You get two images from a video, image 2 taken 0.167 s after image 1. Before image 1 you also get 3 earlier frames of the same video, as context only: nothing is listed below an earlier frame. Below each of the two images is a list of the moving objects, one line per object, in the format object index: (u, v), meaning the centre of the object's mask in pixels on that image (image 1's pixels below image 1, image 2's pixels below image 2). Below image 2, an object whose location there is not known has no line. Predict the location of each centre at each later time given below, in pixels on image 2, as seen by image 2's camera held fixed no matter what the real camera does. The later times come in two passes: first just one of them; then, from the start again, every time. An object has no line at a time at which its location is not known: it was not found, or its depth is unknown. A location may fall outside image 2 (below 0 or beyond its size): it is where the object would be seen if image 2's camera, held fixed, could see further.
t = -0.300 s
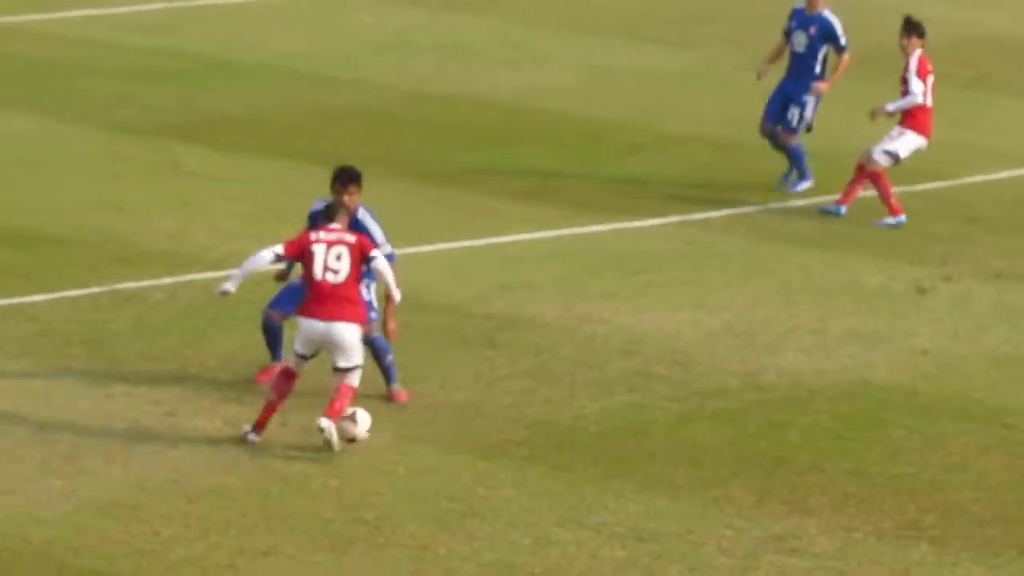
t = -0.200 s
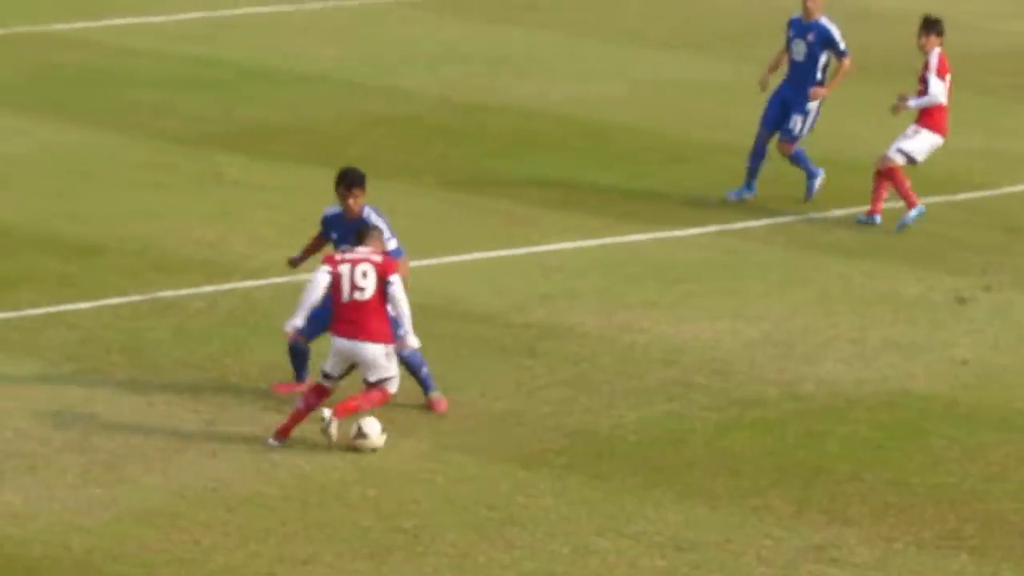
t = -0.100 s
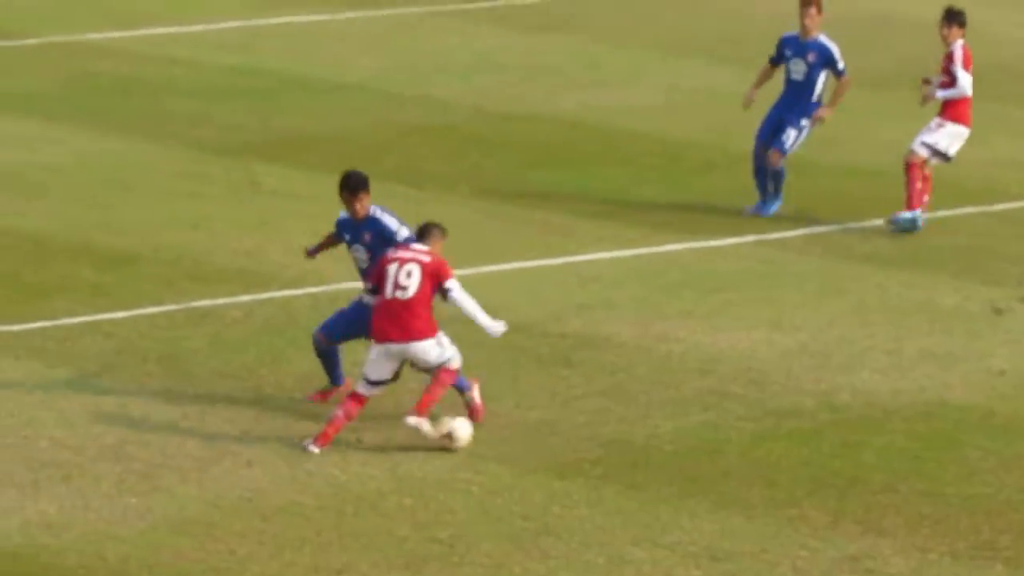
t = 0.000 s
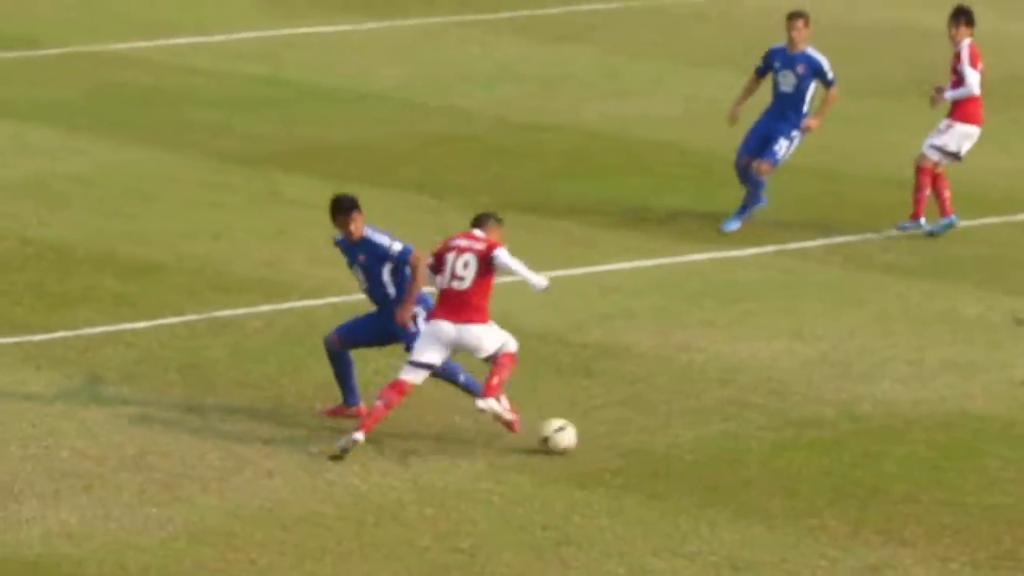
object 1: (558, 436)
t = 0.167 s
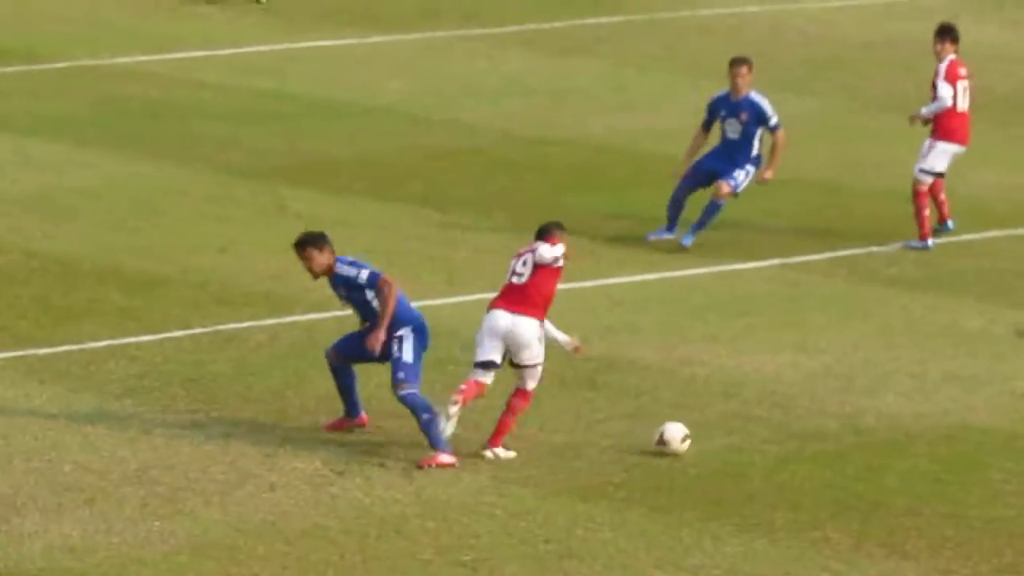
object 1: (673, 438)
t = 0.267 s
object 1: (724, 429)
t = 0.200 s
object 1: (690, 435)
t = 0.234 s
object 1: (707, 430)
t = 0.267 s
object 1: (724, 429)
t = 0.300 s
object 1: (740, 428)
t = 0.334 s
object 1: (754, 427)
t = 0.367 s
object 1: (769, 422)
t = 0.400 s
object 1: (781, 420)
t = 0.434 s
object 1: (795, 419)
